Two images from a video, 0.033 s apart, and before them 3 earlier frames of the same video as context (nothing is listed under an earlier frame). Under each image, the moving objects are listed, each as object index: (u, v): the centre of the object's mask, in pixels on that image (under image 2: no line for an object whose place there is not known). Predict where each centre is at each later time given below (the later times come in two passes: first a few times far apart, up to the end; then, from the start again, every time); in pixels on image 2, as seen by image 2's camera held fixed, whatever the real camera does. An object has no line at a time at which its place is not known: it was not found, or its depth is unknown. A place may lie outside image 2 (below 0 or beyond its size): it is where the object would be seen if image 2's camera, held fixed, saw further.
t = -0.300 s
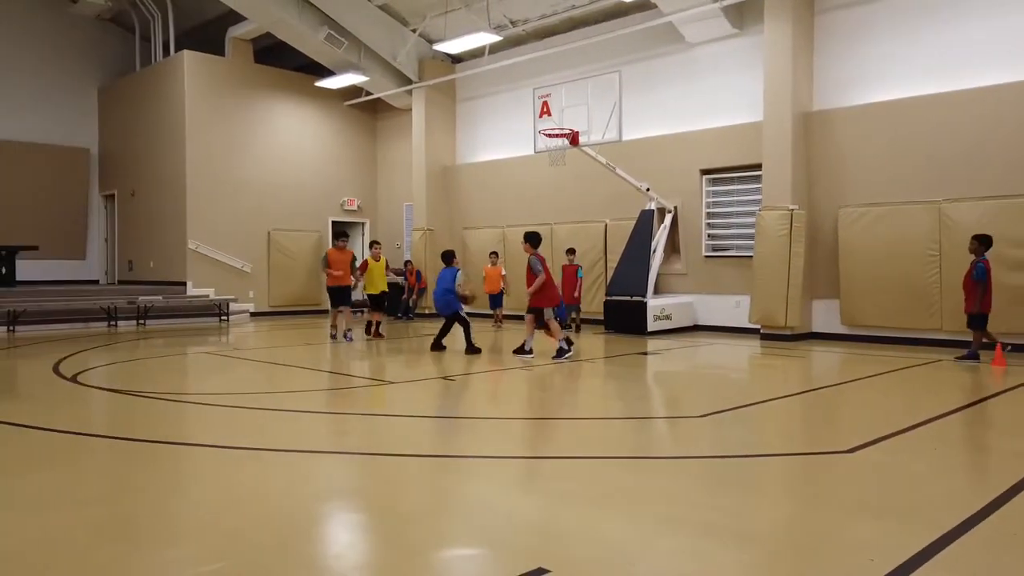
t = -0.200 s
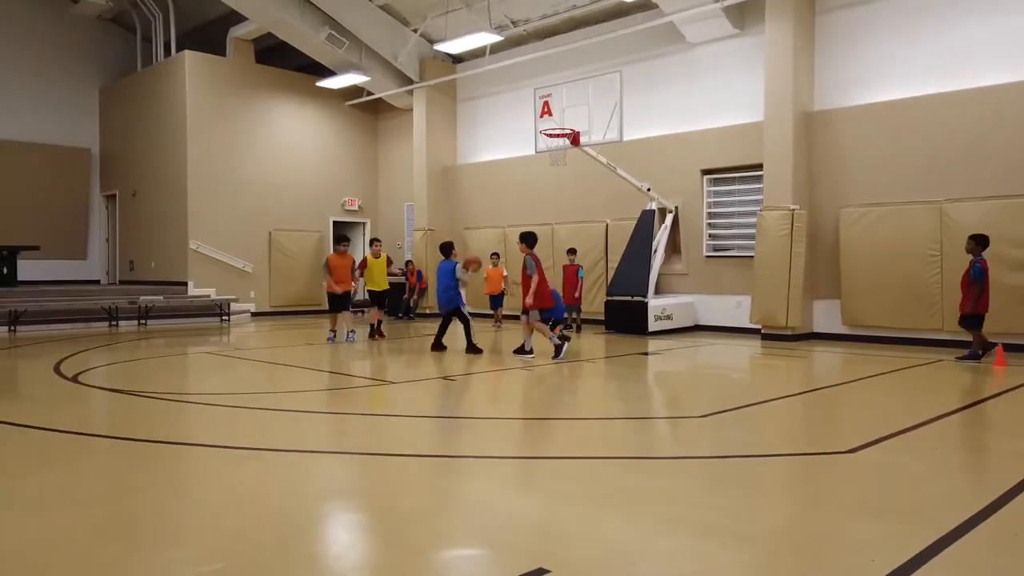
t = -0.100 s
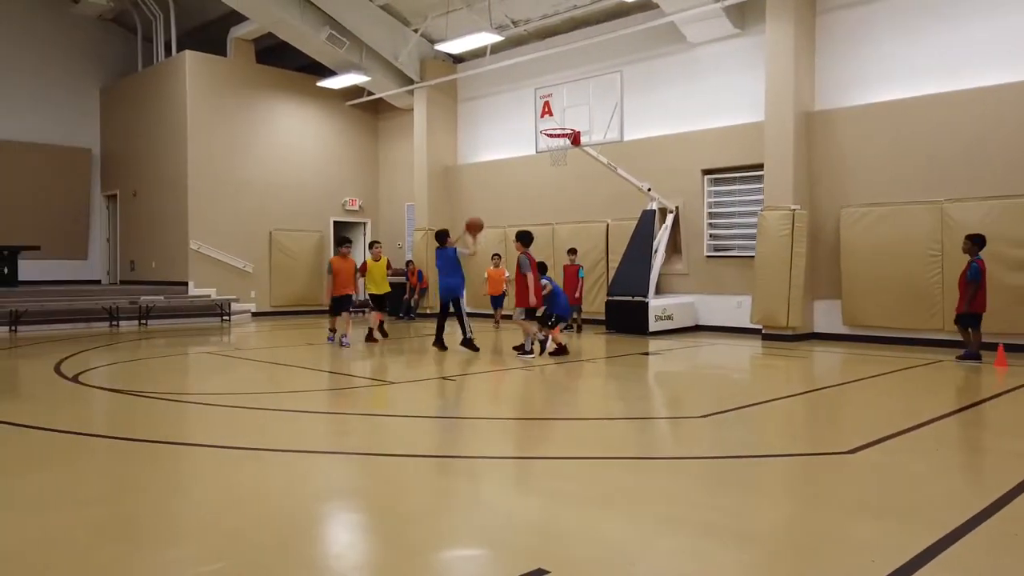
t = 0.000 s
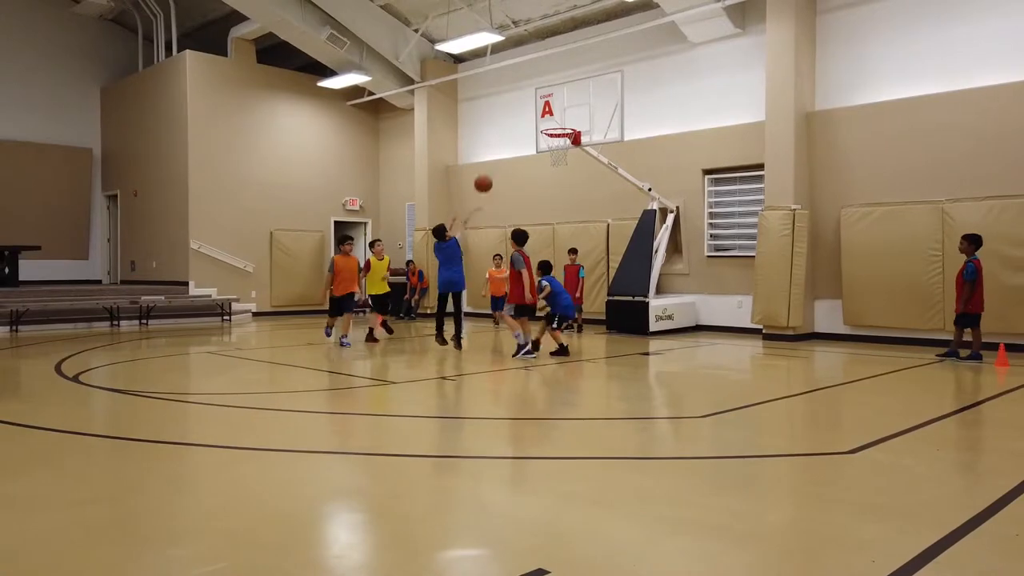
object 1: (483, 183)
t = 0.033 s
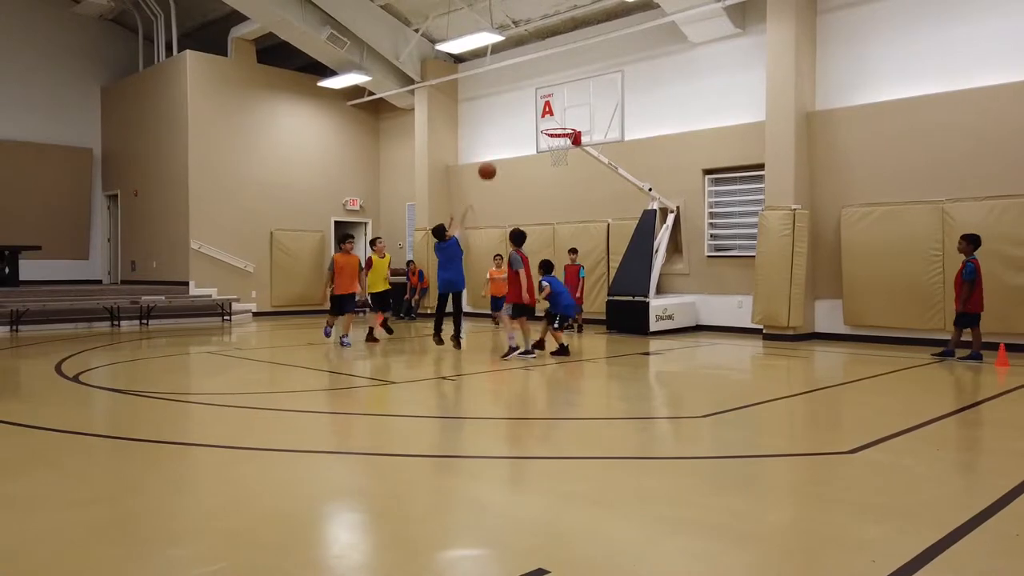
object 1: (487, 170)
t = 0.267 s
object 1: (512, 110)
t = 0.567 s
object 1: (542, 97)
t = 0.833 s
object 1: (560, 116)
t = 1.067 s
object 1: (566, 135)
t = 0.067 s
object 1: (490, 159)
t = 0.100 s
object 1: (494, 148)
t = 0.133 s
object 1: (498, 139)
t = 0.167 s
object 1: (501, 130)
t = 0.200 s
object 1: (505, 122)
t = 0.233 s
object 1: (508, 115)
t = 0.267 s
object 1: (512, 110)
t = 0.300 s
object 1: (515, 105)
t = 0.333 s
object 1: (519, 101)
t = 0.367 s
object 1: (522, 97)
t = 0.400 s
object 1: (526, 95)
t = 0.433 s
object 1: (529, 94)
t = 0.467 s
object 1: (532, 93)
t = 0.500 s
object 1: (535, 93)
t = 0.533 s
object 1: (539, 94)
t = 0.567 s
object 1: (542, 97)
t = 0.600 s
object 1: (545, 99)
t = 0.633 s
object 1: (548, 102)
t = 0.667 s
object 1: (552, 108)
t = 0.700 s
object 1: (555, 114)
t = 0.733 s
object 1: (558, 119)
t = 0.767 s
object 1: (559, 118)
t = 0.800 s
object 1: (560, 117)
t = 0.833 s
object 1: (560, 116)
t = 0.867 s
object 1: (561, 116)
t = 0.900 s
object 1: (562, 117)
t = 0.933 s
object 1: (563, 119)
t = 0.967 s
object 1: (563, 122)
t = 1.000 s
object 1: (564, 126)
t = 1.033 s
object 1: (565, 130)
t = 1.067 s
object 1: (566, 135)
